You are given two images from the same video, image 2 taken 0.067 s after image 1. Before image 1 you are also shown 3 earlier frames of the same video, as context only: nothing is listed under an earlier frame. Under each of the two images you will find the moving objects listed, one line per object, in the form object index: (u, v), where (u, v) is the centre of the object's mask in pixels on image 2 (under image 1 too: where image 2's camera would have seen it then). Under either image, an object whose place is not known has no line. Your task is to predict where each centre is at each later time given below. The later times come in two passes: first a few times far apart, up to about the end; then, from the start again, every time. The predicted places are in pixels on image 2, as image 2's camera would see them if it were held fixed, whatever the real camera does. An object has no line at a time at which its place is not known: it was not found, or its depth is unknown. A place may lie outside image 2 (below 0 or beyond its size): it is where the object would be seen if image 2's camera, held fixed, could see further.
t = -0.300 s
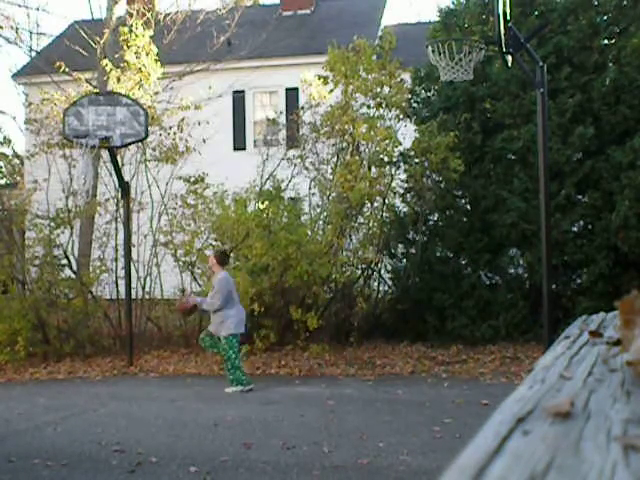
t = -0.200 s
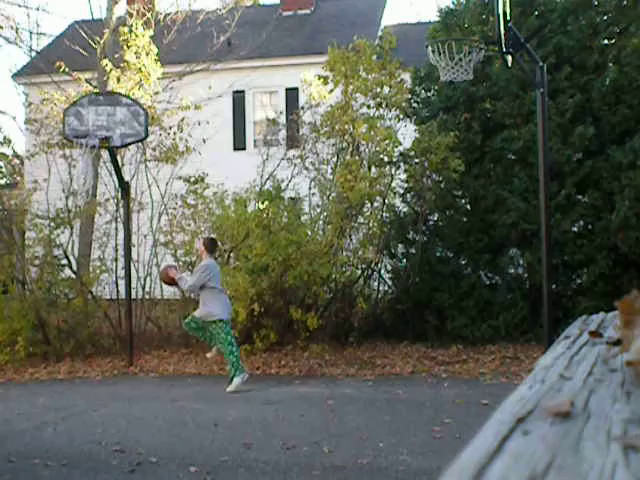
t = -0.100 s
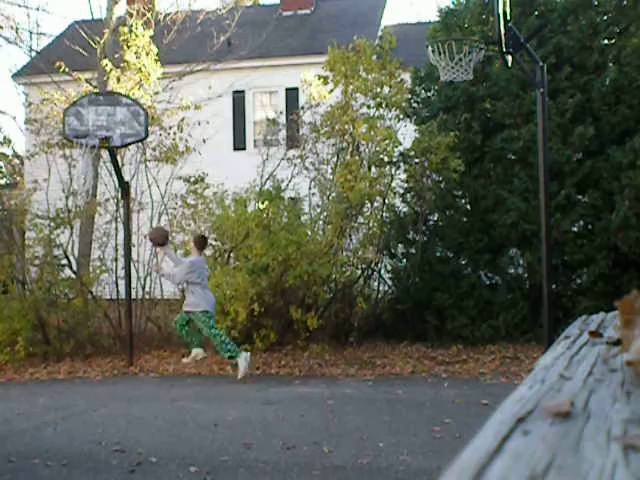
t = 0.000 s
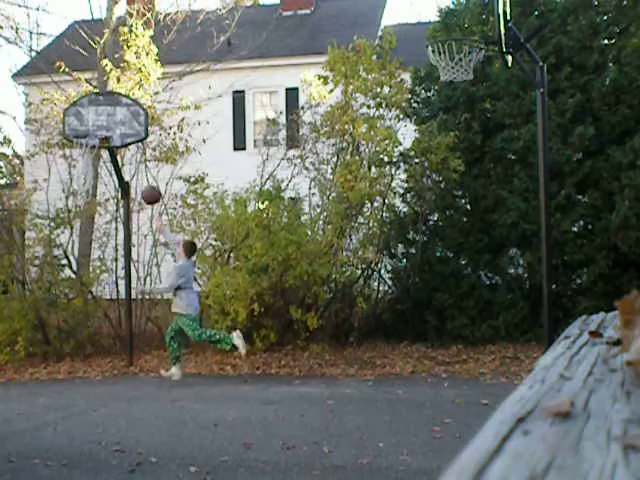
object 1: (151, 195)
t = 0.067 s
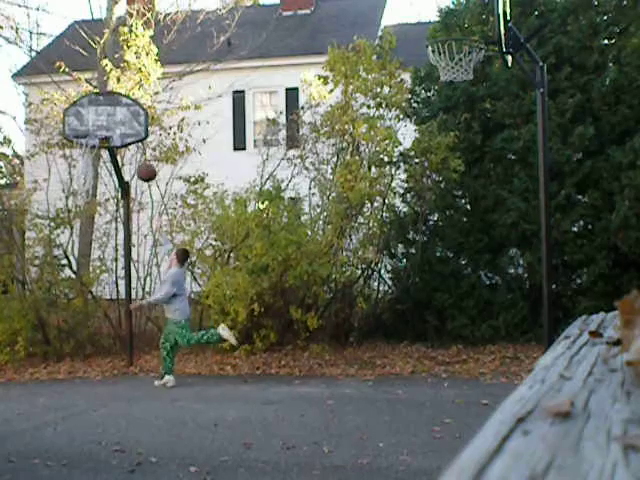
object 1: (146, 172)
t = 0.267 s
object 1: (132, 129)
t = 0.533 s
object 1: (109, 118)
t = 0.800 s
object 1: (81, 129)
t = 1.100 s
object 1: (58, 137)
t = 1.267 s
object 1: (45, 173)
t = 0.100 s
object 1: (144, 163)
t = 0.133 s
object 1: (142, 153)
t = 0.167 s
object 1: (139, 146)
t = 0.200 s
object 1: (137, 139)
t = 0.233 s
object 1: (134, 133)
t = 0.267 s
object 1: (132, 129)
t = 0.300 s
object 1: (131, 124)
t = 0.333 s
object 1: (128, 121)
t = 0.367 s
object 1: (124, 119)
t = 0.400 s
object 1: (122, 117)
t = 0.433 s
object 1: (118, 116)
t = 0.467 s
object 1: (116, 116)
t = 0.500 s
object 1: (113, 116)
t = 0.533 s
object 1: (109, 118)
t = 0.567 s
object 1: (106, 121)
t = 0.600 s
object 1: (103, 124)
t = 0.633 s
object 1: (100, 128)
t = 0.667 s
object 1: (97, 127)
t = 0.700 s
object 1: (93, 126)
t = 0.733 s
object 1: (89, 126)
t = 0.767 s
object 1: (84, 128)
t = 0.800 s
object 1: (81, 129)
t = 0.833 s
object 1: (79, 128)
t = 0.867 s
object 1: (76, 124)
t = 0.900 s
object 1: (74, 122)
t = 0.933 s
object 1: (72, 123)
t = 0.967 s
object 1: (70, 125)
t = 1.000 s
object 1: (66, 126)
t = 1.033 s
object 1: (63, 129)
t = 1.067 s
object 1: (60, 133)
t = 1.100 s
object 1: (58, 137)
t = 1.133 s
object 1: (56, 142)
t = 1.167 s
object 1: (53, 148)
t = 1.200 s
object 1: (50, 156)
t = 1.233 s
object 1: (48, 164)
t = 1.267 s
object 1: (45, 173)
